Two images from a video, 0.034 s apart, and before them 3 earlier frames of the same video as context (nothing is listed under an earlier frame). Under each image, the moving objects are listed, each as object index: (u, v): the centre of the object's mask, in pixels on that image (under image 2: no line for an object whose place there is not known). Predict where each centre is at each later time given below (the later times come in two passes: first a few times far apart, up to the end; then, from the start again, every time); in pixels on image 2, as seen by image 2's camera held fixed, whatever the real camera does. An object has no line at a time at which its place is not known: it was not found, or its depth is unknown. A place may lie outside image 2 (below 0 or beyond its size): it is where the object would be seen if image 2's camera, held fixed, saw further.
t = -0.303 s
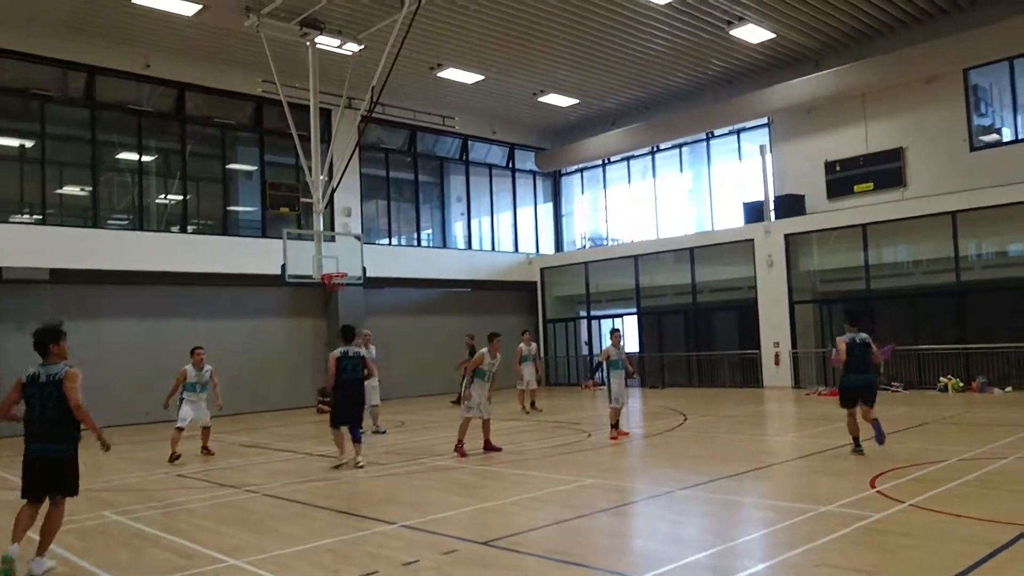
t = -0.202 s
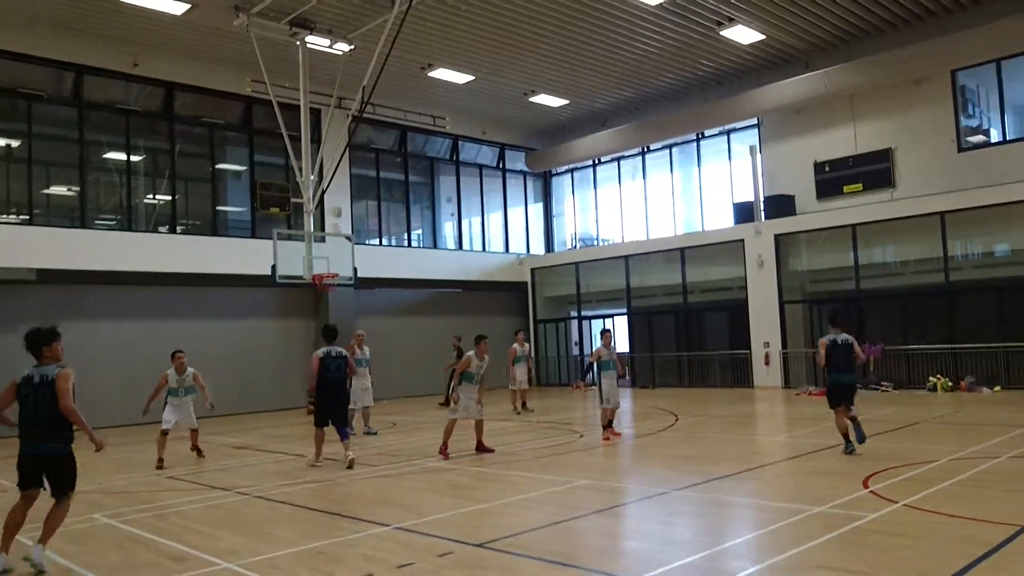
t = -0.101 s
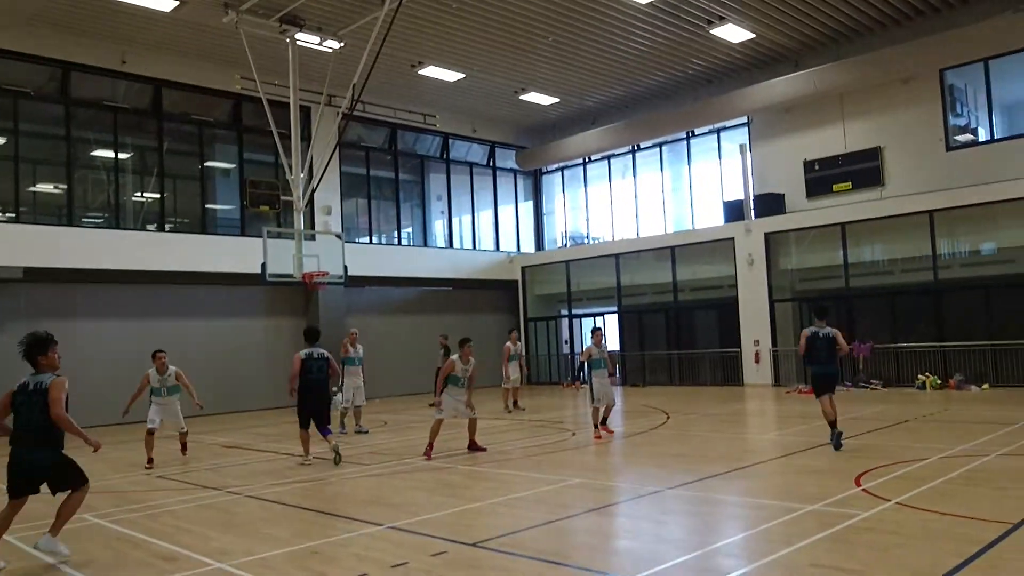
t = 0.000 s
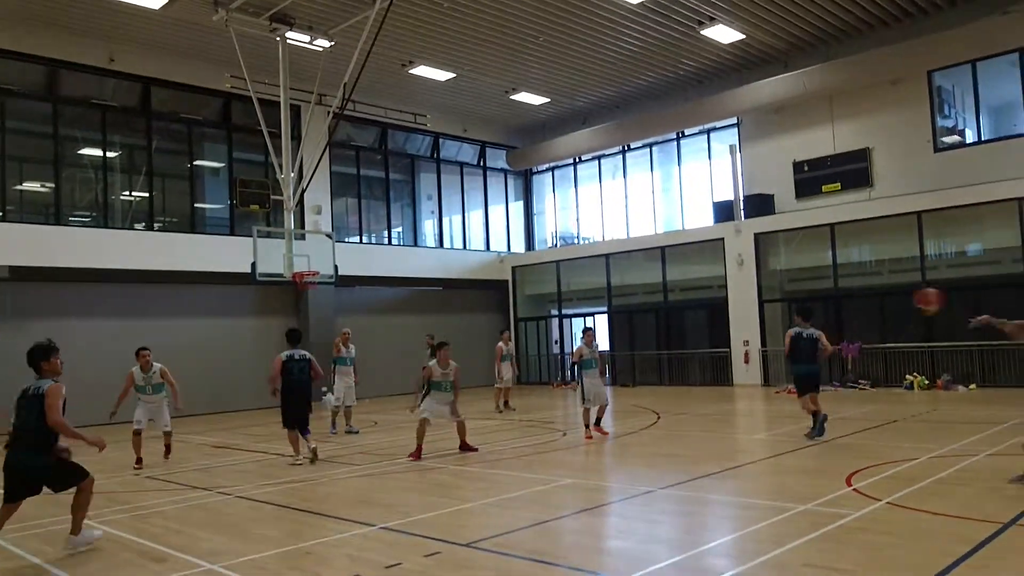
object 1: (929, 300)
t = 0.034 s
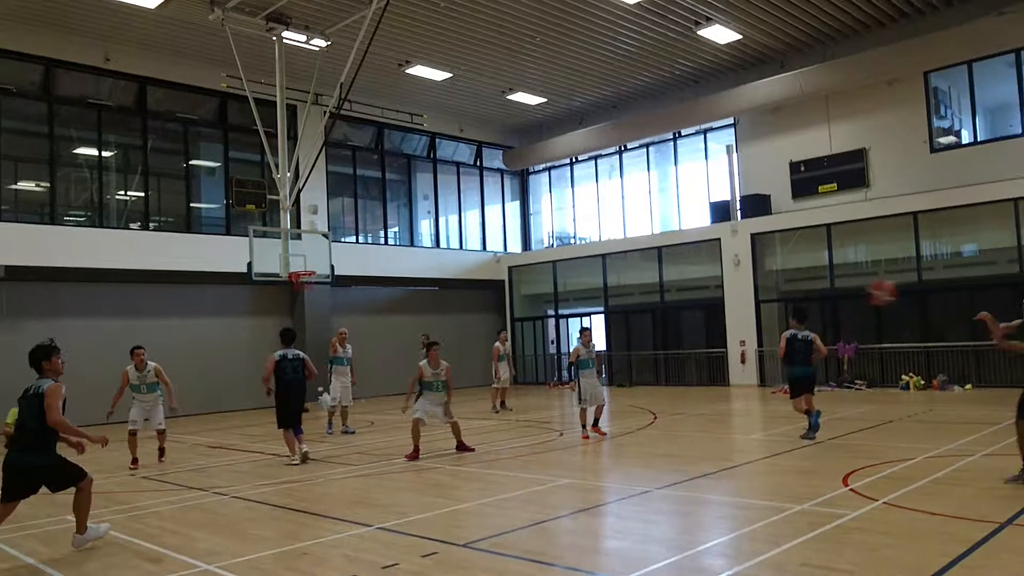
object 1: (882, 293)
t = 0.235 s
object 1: (634, 259)
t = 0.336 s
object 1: (512, 255)
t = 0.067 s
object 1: (841, 284)
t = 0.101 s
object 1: (802, 278)
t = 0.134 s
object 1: (758, 270)
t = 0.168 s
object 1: (717, 265)
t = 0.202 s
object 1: (676, 260)
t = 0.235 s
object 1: (634, 259)
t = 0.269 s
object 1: (593, 256)
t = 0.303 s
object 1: (553, 255)
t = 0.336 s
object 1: (512, 255)
